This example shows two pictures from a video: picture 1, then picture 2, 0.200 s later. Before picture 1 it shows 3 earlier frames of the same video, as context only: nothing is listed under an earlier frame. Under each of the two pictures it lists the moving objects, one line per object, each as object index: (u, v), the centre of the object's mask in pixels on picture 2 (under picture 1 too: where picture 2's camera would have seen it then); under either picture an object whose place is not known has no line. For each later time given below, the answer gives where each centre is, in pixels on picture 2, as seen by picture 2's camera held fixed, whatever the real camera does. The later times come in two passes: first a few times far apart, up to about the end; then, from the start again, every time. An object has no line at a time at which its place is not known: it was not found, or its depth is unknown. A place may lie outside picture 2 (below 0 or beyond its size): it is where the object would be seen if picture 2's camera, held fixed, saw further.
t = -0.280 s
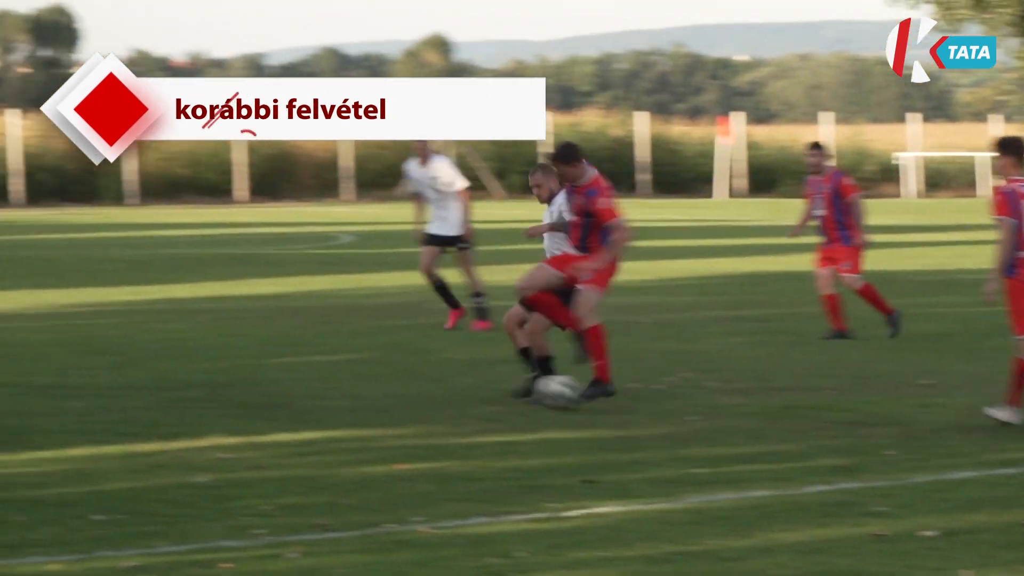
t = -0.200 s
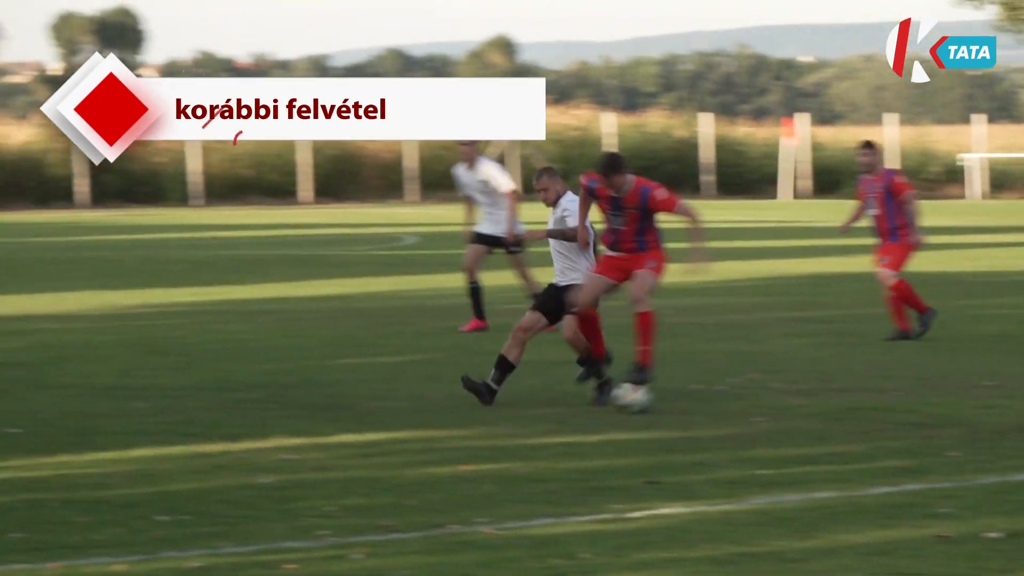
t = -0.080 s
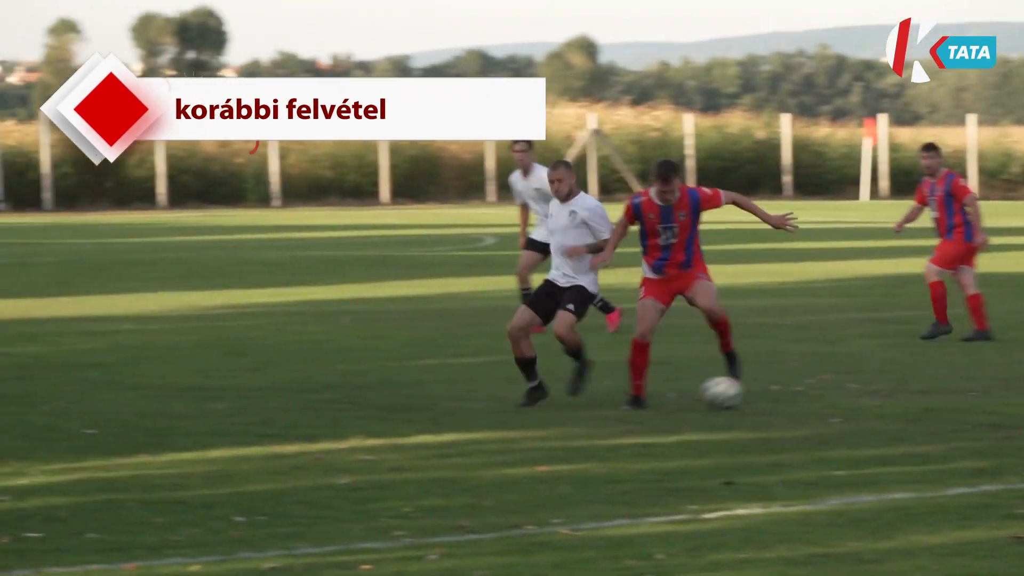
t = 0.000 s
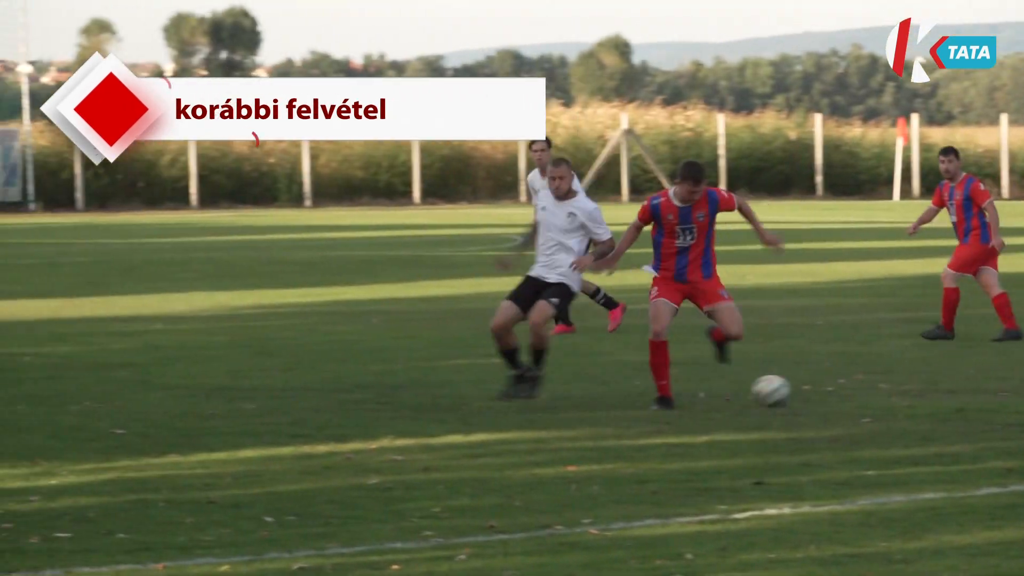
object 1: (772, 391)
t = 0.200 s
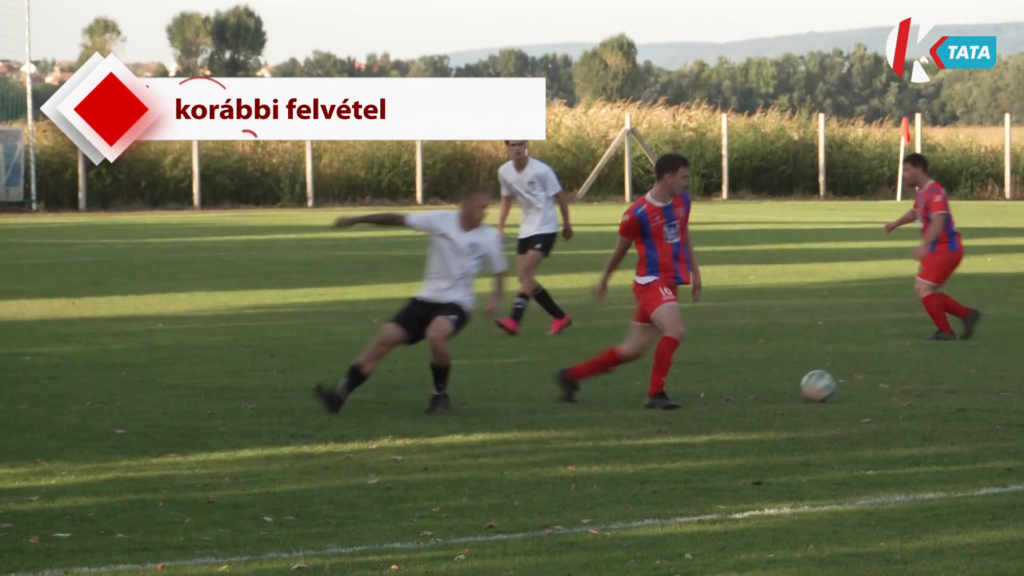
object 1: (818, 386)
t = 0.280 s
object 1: (836, 385)
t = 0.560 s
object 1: (900, 380)
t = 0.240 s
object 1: (827, 385)
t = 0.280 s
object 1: (836, 385)
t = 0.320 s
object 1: (845, 384)
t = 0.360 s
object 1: (853, 382)
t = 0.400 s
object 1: (863, 383)
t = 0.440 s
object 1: (871, 382)
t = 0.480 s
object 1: (880, 380)
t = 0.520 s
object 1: (890, 379)
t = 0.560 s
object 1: (900, 380)
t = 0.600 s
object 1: (908, 380)
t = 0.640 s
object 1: (917, 379)
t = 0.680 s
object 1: (926, 377)
